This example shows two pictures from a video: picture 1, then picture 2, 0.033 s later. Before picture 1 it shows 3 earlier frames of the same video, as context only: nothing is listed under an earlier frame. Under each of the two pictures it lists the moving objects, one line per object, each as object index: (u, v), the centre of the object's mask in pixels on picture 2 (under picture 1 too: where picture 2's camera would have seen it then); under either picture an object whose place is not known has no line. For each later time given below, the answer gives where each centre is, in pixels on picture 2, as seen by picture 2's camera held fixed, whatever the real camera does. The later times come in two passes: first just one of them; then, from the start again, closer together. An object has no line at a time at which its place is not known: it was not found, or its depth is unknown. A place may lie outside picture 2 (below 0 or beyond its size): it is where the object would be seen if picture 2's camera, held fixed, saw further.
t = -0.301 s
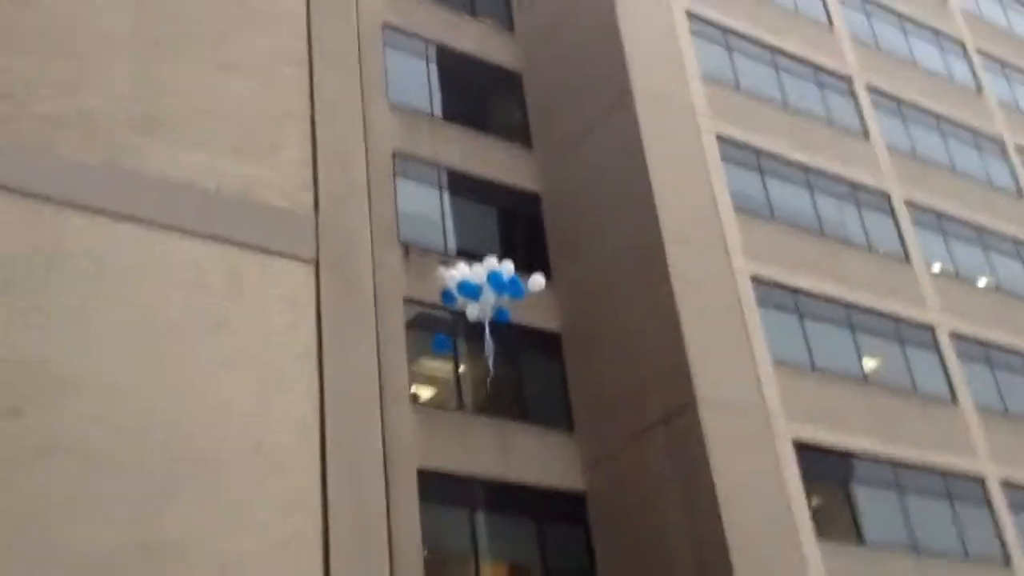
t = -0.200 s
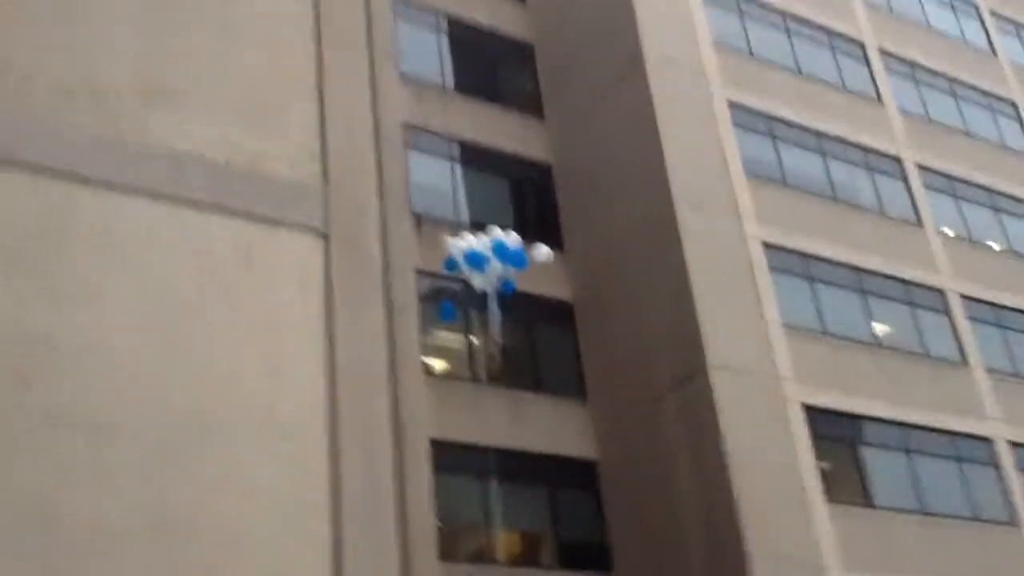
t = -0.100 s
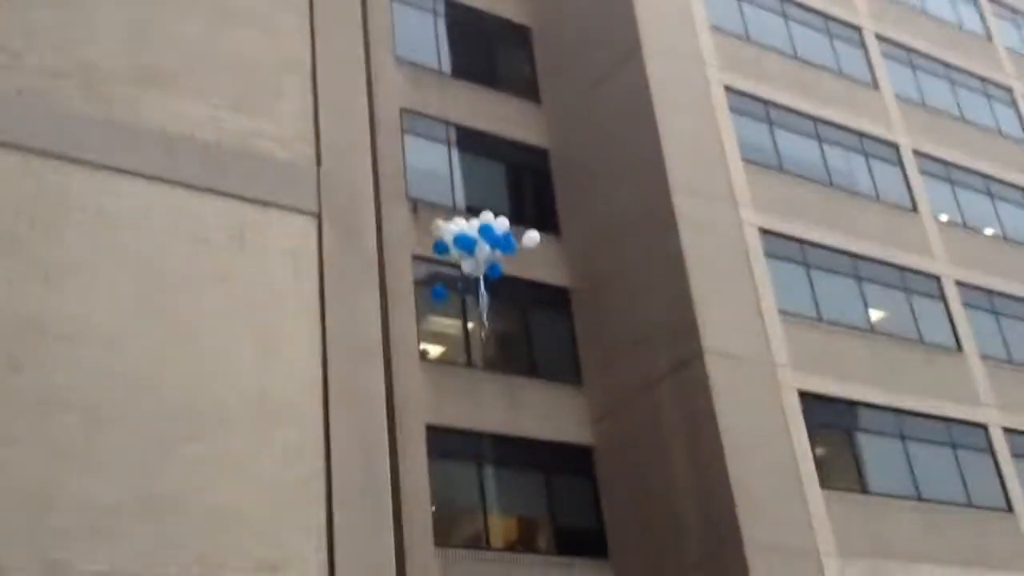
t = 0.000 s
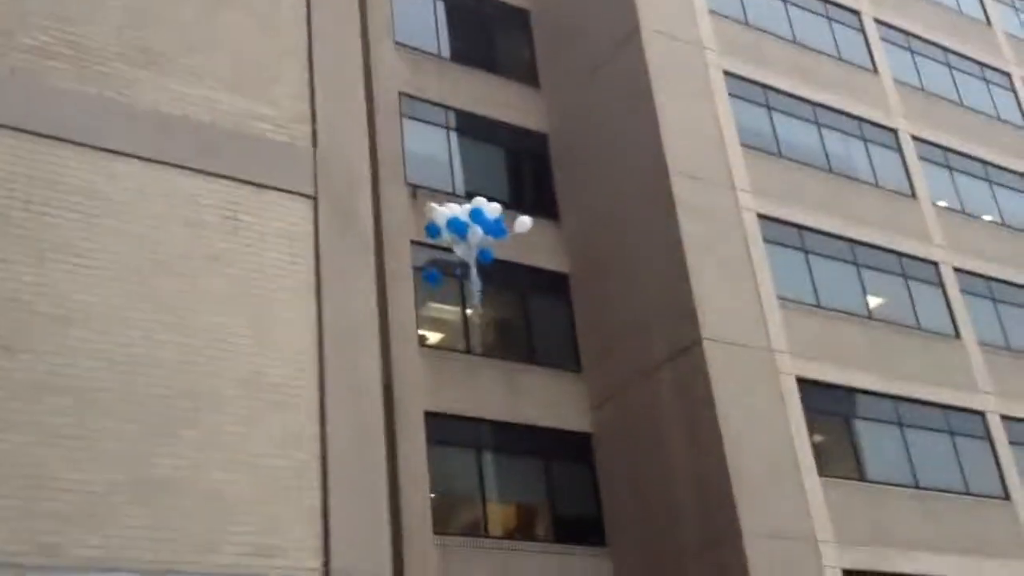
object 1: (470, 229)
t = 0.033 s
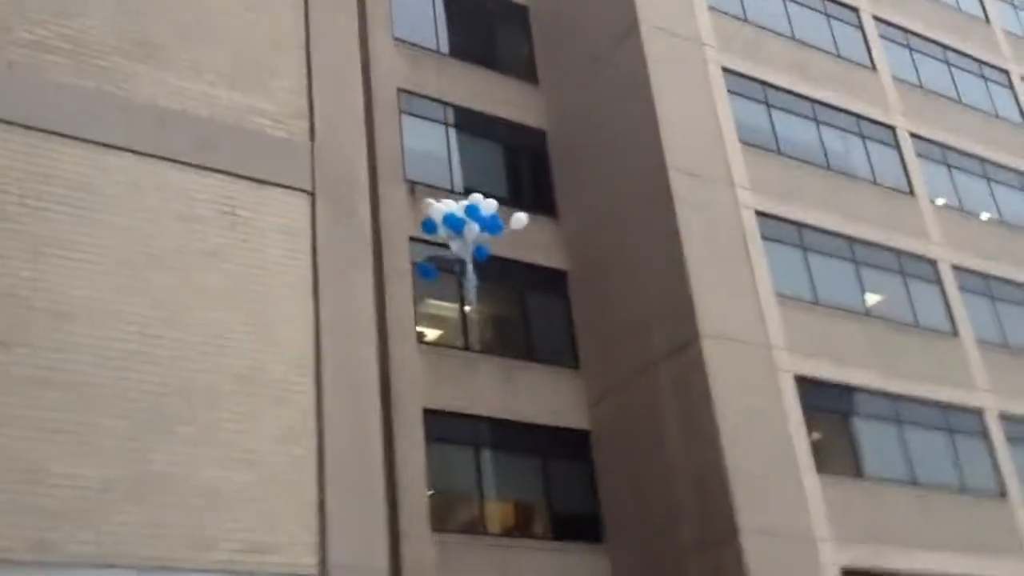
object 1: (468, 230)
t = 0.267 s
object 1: (448, 234)
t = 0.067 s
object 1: (467, 229)
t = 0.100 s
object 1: (461, 230)
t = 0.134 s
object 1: (459, 230)
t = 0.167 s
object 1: (461, 229)
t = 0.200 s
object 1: (450, 225)
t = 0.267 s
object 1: (448, 234)
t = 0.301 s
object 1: (449, 235)
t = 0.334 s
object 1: (447, 234)
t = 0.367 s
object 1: (444, 232)
